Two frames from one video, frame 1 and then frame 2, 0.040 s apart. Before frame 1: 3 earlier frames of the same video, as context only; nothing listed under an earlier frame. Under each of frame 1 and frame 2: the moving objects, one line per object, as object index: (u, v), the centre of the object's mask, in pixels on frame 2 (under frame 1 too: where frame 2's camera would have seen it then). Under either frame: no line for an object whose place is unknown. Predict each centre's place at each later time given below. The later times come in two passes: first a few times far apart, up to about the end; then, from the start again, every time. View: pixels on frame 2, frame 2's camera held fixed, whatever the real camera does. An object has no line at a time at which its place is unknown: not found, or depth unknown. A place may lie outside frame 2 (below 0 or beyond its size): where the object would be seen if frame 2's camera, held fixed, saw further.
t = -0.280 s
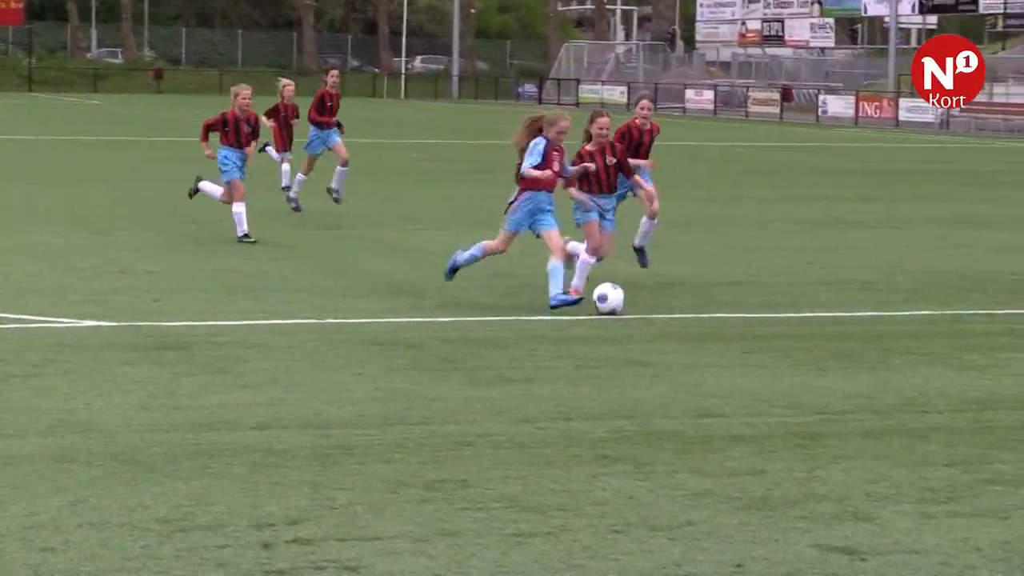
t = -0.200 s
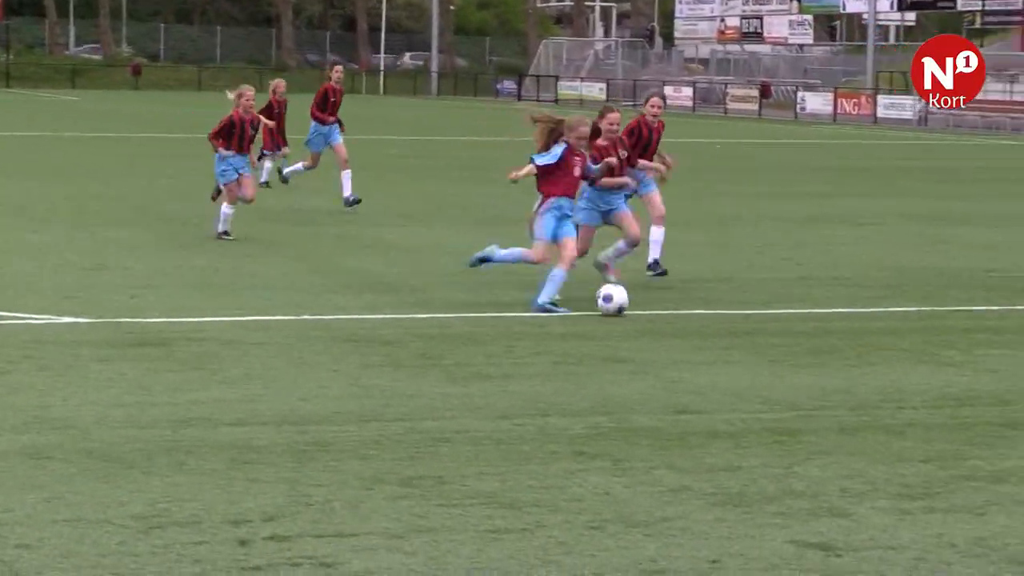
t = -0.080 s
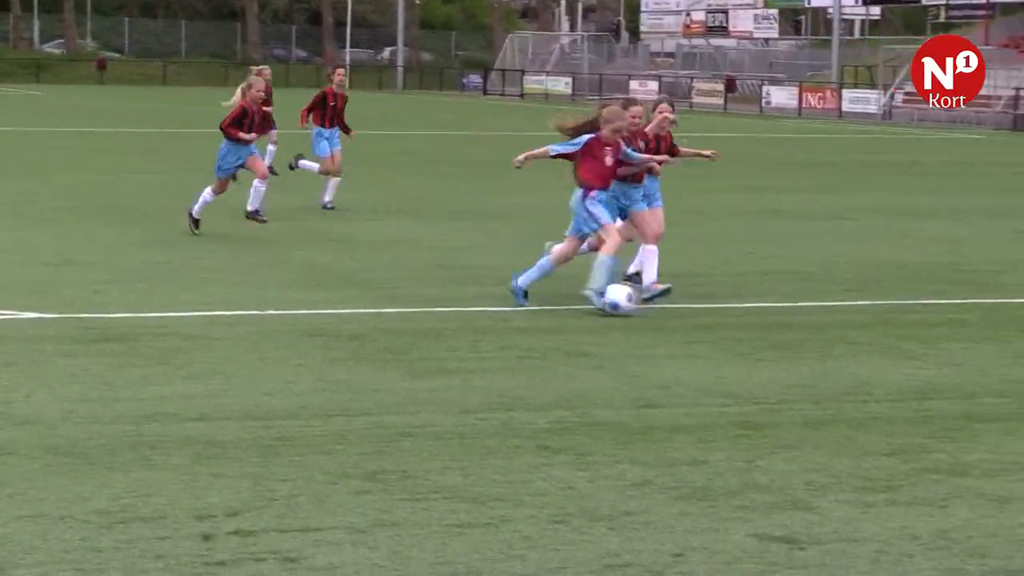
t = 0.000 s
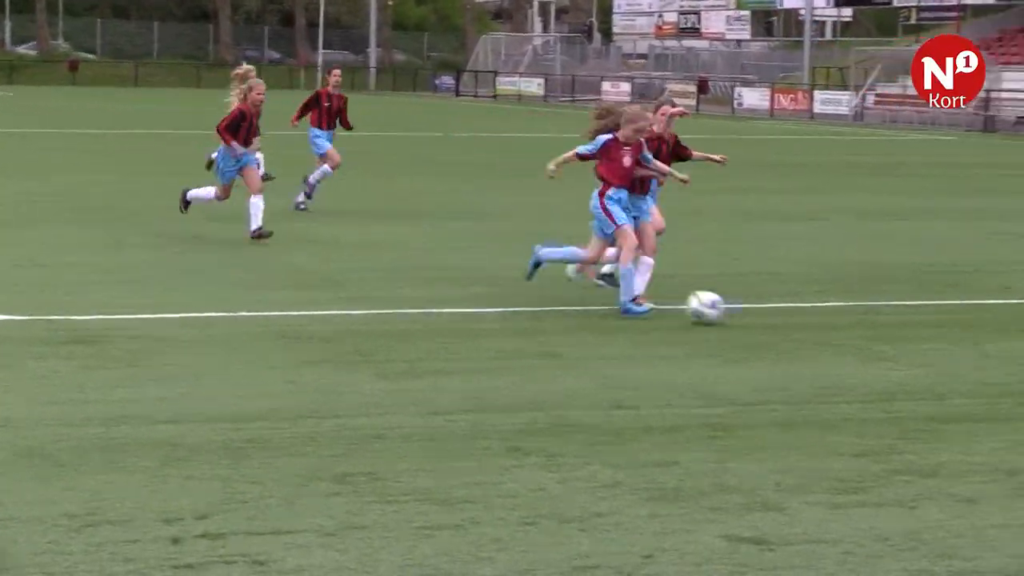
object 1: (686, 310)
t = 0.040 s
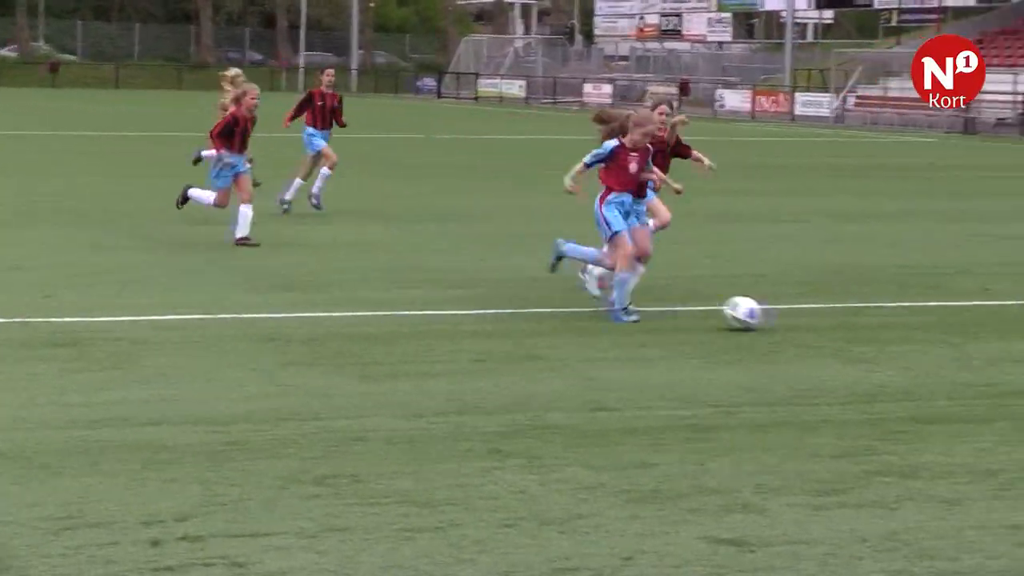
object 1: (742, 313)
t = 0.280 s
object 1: (1067, 335)
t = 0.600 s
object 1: (1452, 365)
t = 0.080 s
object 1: (797, 318)
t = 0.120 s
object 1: (855, 321)
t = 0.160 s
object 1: (909, 324)
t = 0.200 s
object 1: (962, 329)
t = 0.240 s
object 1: (1014, 332)
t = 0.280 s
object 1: (1067, 335)
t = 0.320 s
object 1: (1118, 338)
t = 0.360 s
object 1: (1168, 342)
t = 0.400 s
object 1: (1217, 347)
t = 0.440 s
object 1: (1265, 350)
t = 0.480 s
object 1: (1313, 354)
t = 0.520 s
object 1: (1359, 356)
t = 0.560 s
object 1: (1407, 361)
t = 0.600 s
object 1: (1452, 365)
